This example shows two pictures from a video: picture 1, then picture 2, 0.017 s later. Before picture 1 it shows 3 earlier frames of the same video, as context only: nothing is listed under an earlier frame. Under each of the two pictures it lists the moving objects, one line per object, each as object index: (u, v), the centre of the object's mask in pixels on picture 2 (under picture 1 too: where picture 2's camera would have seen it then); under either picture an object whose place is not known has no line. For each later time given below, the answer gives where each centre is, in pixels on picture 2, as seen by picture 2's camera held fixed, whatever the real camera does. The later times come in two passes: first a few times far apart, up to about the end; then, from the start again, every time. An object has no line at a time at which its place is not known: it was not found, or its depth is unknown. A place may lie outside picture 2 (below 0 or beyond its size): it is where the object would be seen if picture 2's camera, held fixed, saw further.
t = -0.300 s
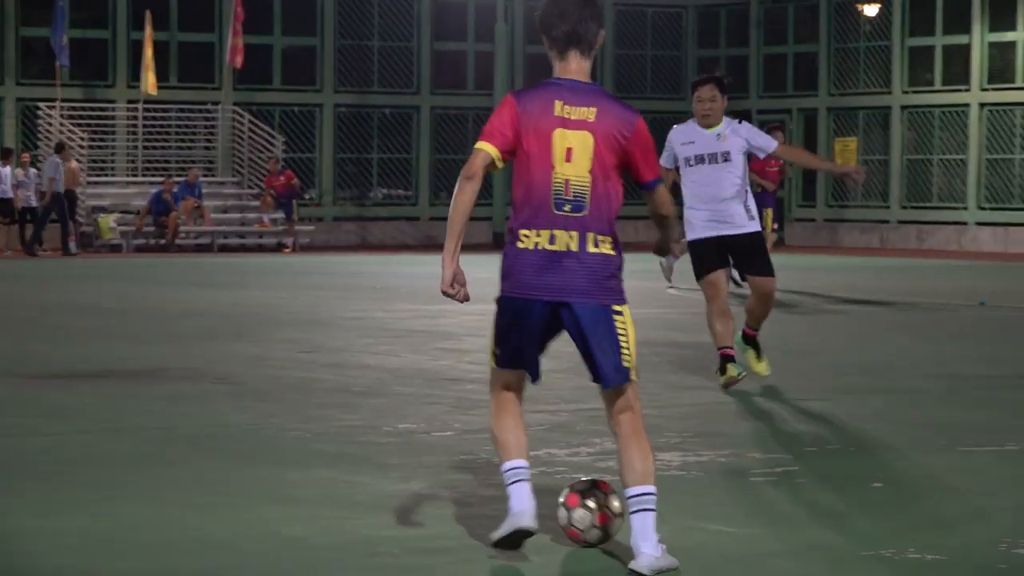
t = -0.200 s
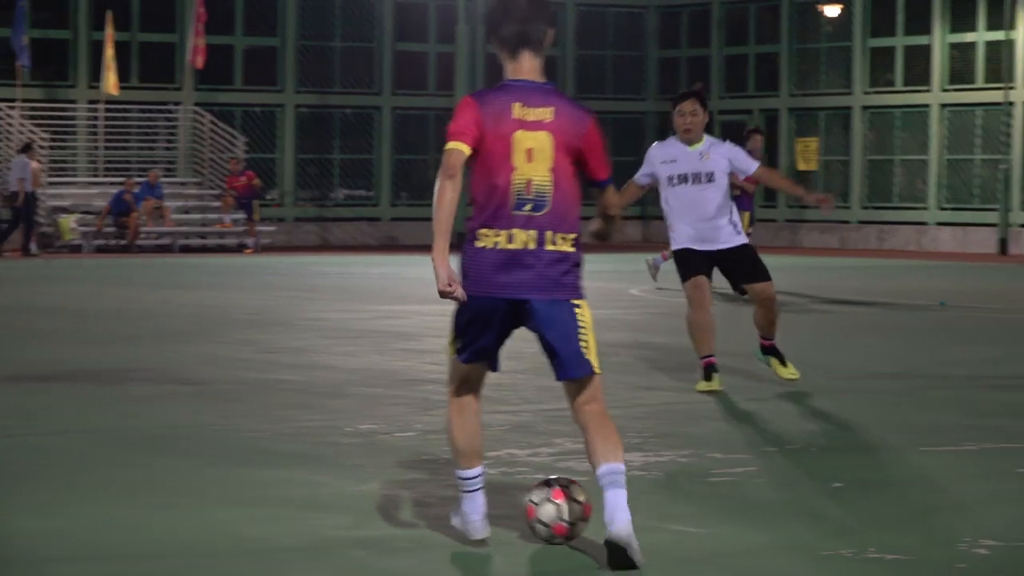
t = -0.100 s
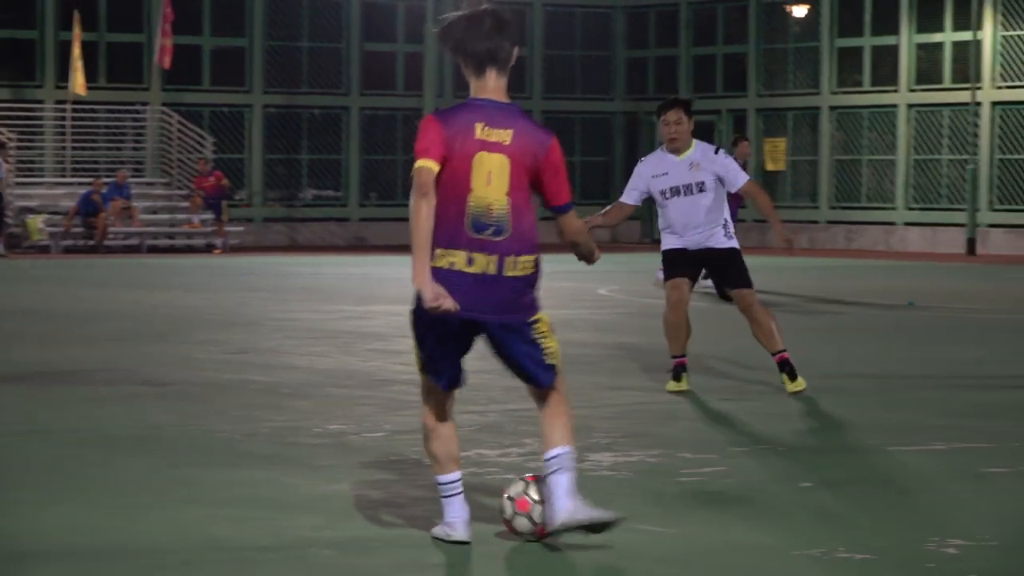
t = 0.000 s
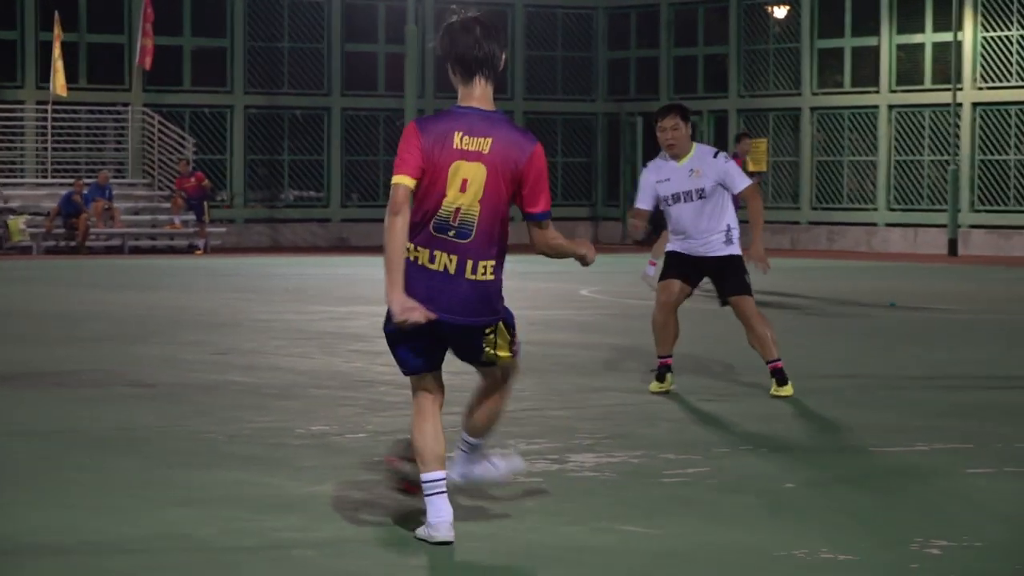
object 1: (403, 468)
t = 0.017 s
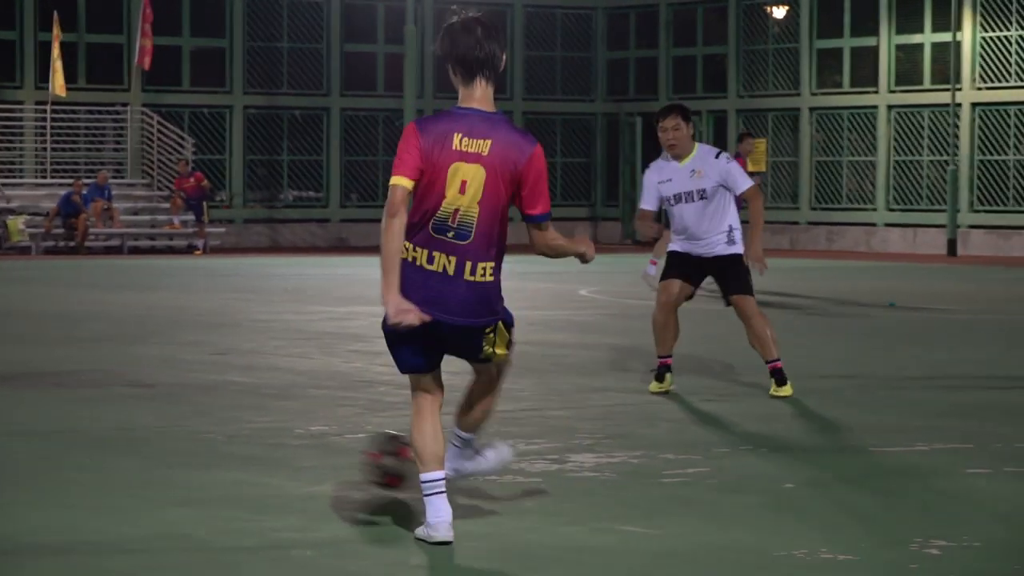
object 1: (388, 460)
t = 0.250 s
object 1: (185, 397)
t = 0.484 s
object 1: (69, 367)
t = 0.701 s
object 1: (1, 345)
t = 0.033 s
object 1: (370, 457)
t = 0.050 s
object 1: (352, 452)
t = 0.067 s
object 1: (336, 447)
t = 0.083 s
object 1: (319, 439)
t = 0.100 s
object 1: (304, 434)
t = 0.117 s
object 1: (288, 428)
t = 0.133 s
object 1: (274, 423)
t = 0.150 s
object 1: (260, 418)
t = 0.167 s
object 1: (245, 415)
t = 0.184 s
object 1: (232, 412)
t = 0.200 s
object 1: (220, 409)
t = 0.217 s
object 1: (207, 408)
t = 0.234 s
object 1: (197, 401)
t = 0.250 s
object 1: (185, 397)
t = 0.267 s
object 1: (177, 392)
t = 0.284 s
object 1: (165, 389)
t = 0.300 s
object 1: (155, 386)
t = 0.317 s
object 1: (145, 384)
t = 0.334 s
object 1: (136, 383)
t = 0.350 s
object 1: (128, 382)
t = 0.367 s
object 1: (120, 379)
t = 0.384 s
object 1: (112, 376)
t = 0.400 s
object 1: (104, 373)
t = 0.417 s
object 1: (97, 370)
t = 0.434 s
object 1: (90, 368)
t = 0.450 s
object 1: (83, 367)
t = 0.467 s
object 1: (76, 367)
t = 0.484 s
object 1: (69, 367)
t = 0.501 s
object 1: (63, 365)
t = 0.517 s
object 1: (57, 363)
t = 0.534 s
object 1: (51, 360)
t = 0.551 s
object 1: (45, 357)
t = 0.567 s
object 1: (40, 356)
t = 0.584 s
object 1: (34, 356)
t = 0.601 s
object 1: (30, 356)
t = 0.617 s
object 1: (24, 356)
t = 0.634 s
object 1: (19, 355)
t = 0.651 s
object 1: (14, 352)
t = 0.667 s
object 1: (10, 349)
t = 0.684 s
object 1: (6, 347)
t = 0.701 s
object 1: (1, 345)
